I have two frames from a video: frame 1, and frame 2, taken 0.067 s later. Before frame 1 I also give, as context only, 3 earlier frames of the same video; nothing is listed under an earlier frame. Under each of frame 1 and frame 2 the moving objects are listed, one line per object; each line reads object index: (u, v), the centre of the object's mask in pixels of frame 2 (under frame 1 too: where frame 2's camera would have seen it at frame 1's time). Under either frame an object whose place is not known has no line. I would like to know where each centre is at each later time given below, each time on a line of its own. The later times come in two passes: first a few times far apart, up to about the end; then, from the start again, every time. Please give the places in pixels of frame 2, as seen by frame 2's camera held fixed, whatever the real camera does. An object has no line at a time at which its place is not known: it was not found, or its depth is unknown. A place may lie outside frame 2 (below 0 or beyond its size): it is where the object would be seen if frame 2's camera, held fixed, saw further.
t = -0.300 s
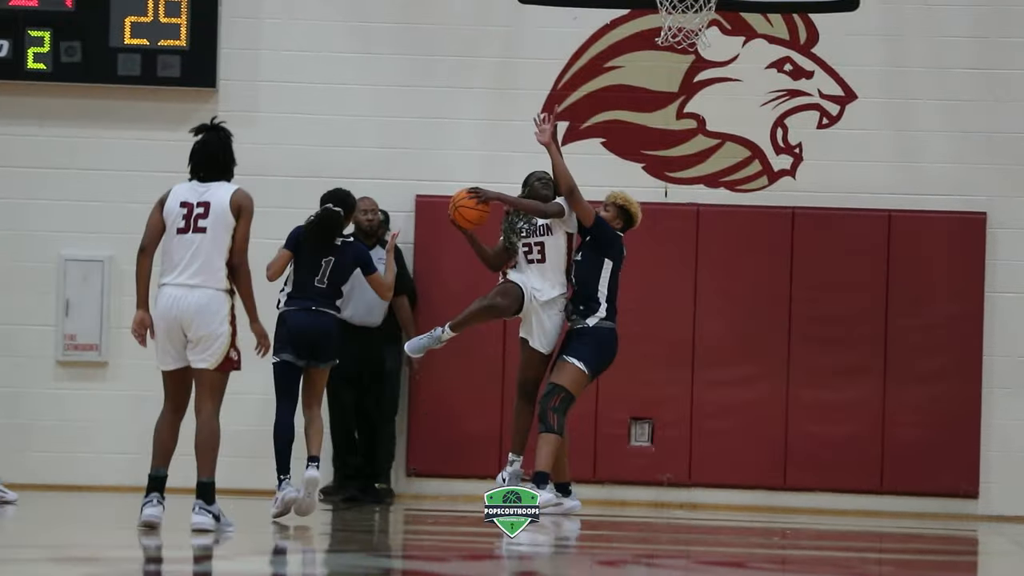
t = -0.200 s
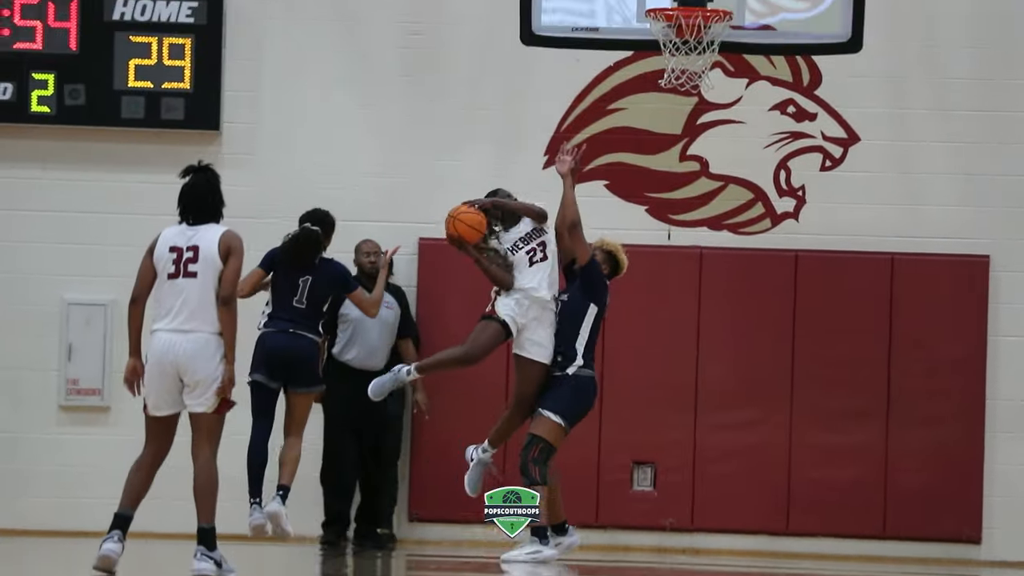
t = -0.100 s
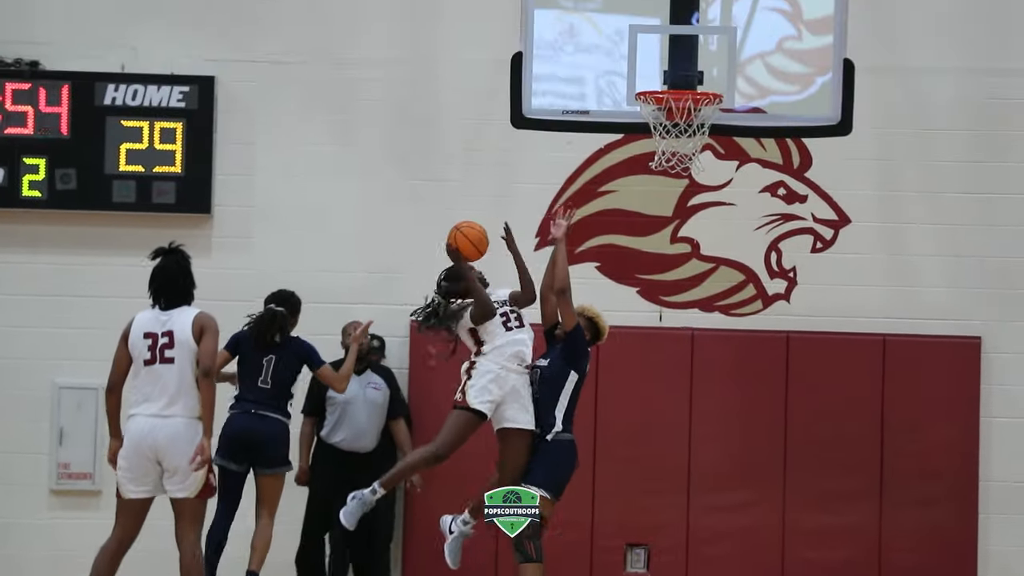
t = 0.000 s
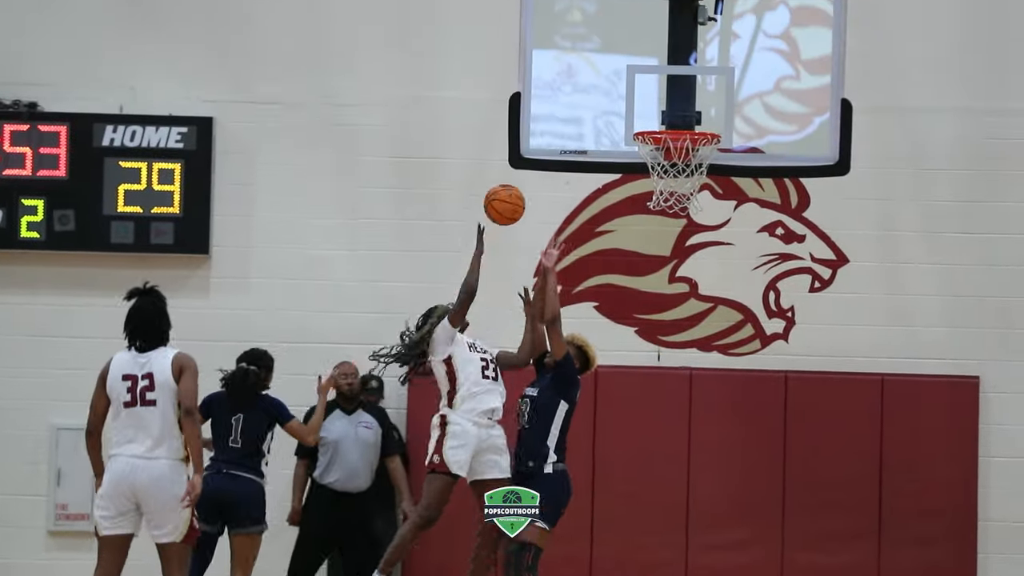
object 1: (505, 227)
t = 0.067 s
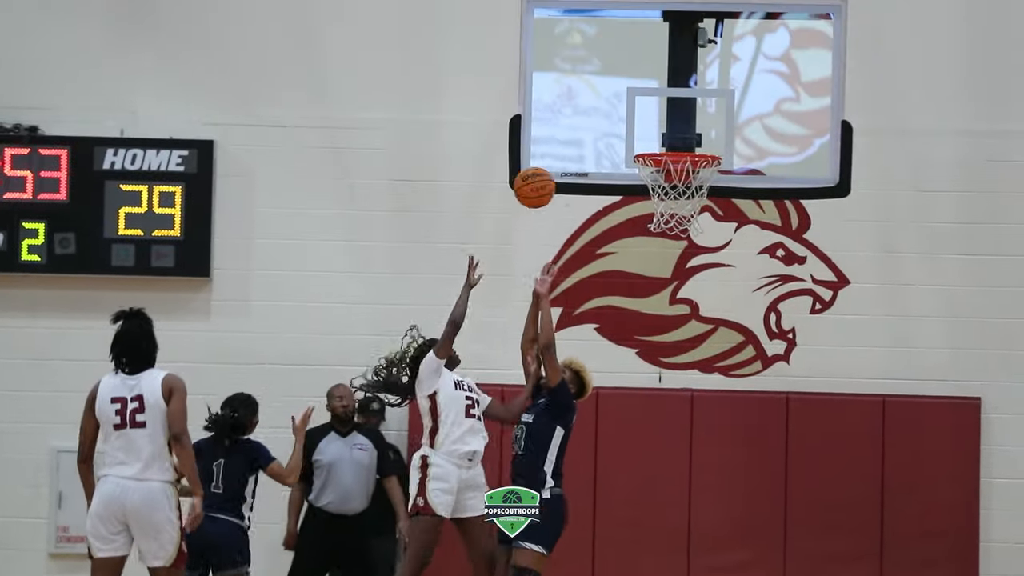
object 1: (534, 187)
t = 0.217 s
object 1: (598, 129)
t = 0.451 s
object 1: (679, 117)
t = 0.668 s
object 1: (678, 170)
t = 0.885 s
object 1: (648, 185)
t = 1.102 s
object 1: (667, 233)
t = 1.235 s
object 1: (684, 297)
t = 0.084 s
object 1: (542, 179)
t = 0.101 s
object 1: (549, 171)
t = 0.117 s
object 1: (556, 164)
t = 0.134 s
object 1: (563, 157)
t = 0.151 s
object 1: (570, 150)
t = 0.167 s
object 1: (577, 144)
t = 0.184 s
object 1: (584, 138)
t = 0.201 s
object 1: (591, 133)
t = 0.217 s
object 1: (598, 129)
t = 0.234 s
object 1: (605, 124)
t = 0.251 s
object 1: (612, 121)
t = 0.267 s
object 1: (619, 118)
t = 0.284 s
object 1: (626, 116)
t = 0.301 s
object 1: (633, 114)
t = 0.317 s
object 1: (640, 112)
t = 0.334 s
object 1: (646, 111)
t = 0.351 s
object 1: (653, 110)
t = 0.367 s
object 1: (660, 110)
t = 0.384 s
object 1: (666, 110)
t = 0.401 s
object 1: (671, 111)
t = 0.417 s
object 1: (674, 113)
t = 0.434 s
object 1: (676, 114)
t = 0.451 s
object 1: (679, 117)
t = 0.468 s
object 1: (681, 120)
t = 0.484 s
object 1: (684, 124)
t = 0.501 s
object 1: (687, 127)
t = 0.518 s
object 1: (689, 132)
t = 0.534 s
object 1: (692, 135)
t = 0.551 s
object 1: (695, 139)
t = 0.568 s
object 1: (698, 142)
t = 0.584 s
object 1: (700, 145)
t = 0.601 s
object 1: (696, 146)
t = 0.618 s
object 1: (692, 147)
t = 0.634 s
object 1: (688, 149)
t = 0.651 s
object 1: (683, 150)
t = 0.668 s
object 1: (678, 170)
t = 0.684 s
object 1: (675, 174)
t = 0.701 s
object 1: (671, 176)
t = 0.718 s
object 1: (666, 178)
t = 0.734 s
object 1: (664, 178)
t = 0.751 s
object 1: (662, 178)
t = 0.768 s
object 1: (656, 179)
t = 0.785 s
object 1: (654, 179)
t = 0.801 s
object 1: (651, 179)
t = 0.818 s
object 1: (650, 180)
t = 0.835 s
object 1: (648, 180)
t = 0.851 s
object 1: (648, 181)
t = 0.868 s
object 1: (647, 182)
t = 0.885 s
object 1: (648, 185)
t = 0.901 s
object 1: (648, 187)
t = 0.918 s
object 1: (649, 189)
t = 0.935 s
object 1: (649, 192)
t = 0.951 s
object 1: (651, 194)
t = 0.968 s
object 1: (652, 197)
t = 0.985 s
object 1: (653, 200)
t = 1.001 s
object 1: (654, 202)
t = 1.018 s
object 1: (655, 206)
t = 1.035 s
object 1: (659, 209)
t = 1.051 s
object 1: (661, 213)
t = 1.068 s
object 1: (665, 221)
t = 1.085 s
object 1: (665, 227)
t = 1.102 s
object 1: (667, 233)
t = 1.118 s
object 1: (669, 240)
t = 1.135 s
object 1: (672, 246)
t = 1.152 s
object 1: (674, 253)
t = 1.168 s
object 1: (676, 261)
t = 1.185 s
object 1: (678, 269)
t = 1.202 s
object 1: (680, 279)
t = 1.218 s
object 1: (682, 287)
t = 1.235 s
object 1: (684, 297)
